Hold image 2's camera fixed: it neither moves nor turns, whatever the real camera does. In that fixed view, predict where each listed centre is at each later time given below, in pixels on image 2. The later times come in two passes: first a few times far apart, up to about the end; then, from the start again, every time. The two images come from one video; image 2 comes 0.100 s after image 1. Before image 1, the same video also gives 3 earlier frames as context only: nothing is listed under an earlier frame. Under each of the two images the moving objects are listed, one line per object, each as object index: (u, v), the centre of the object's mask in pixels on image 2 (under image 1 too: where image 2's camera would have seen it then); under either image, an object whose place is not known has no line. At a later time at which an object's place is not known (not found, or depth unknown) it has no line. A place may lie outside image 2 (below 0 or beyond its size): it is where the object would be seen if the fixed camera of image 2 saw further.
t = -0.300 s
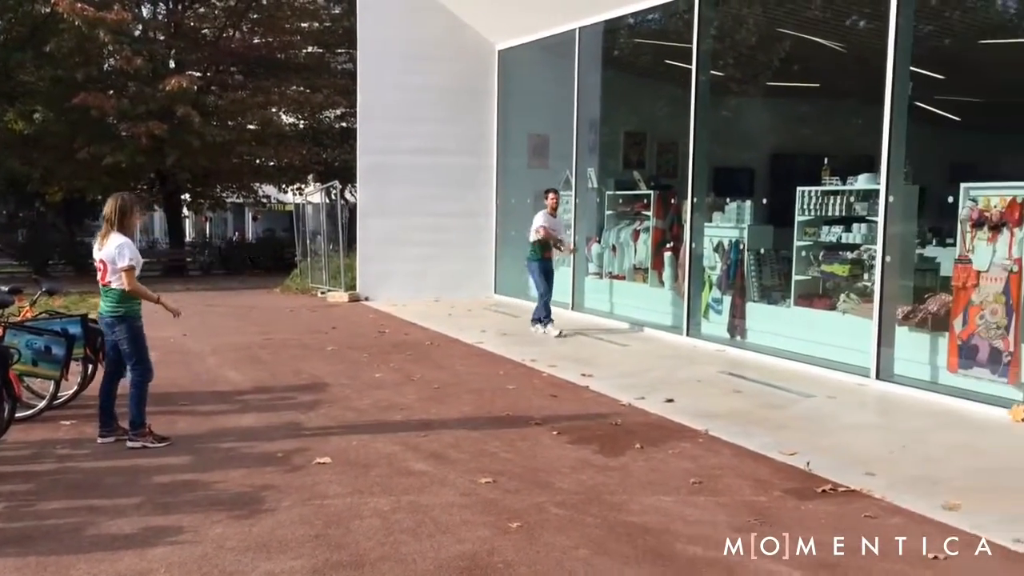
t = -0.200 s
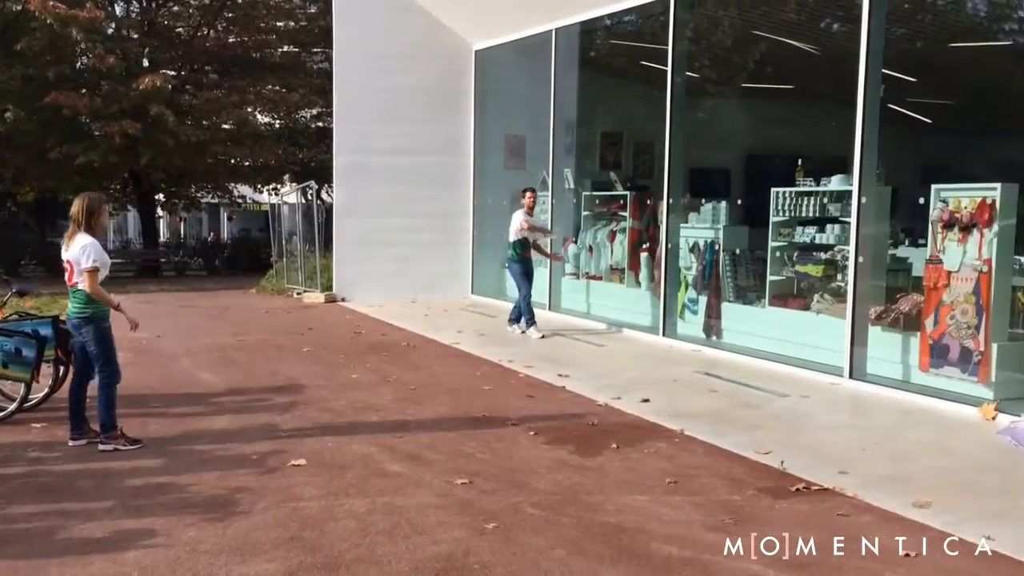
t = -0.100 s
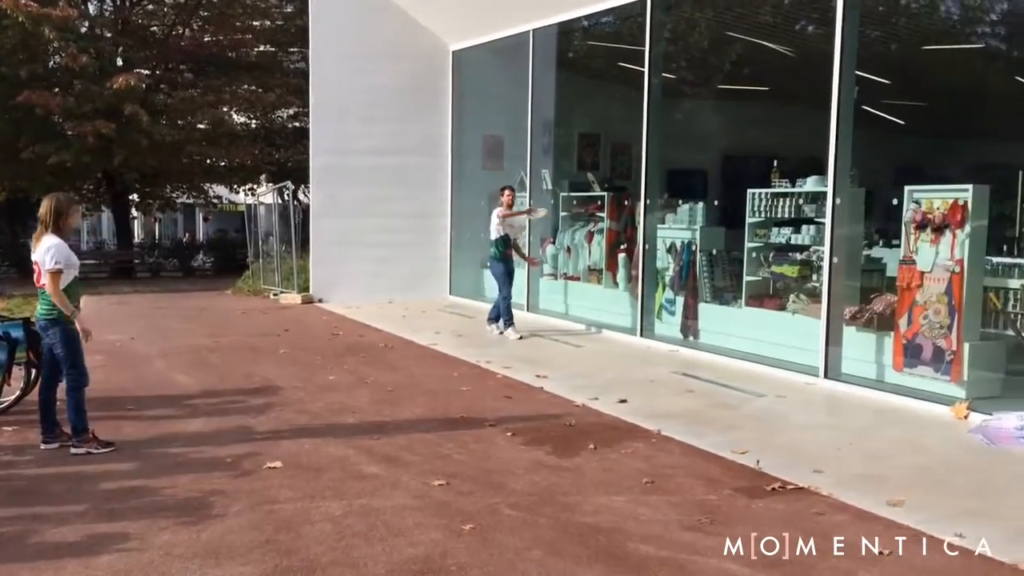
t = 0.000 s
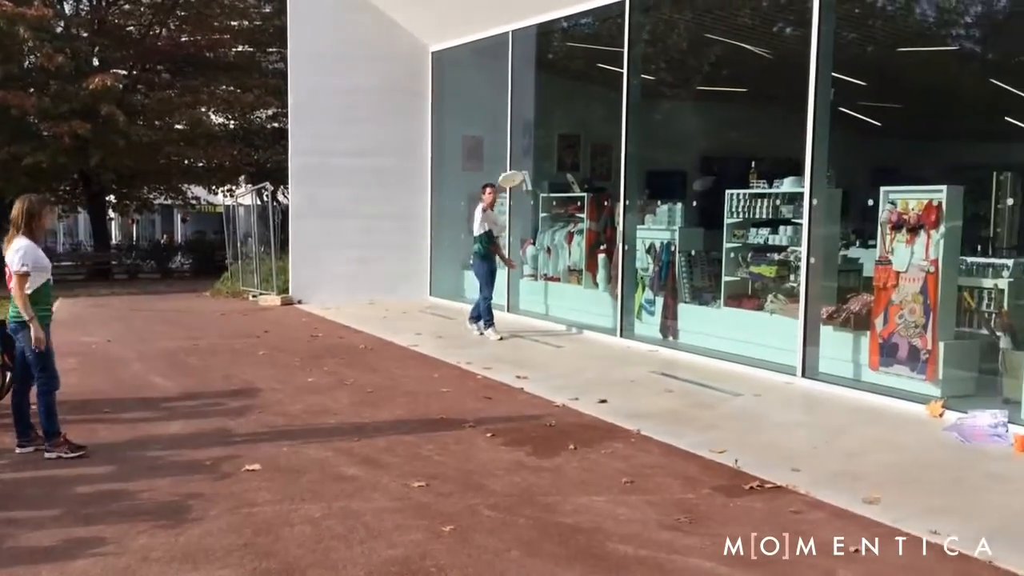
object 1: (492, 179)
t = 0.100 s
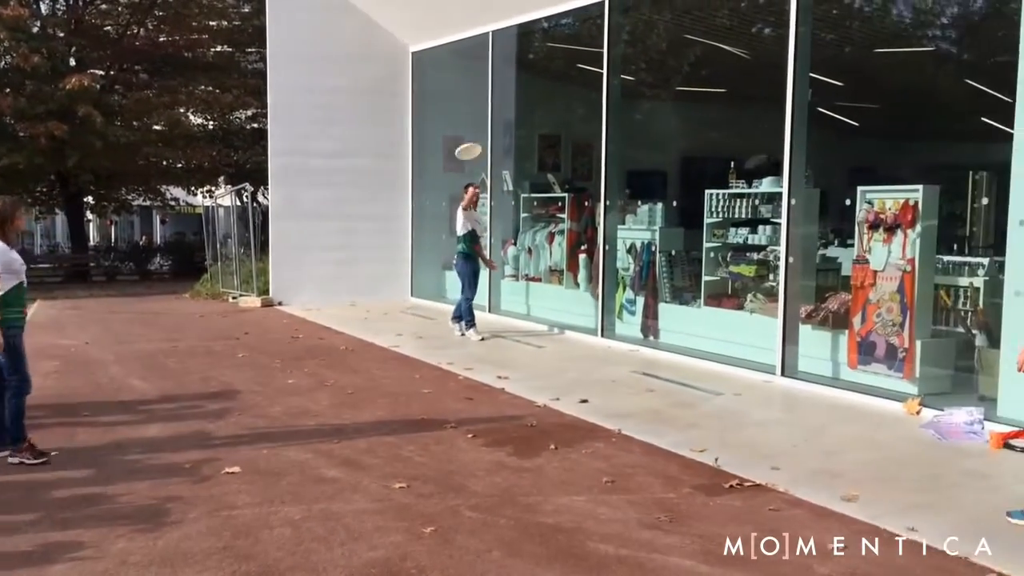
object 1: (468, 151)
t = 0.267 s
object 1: (422, 114)
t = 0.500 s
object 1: (326, 82)
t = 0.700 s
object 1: (215, 84)
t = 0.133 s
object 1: (460, 143)
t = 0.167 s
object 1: (451, 135)
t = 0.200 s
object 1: (442, 128)
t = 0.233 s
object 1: (432, 121)
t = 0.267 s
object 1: (422, 114)
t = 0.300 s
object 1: (411, 107)
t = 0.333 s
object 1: (398, 103)
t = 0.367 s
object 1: (384, 97)
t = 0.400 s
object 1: (371, 93)
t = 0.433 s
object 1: (358, 88)
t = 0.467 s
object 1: (343, 85)
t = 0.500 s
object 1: (326, 82)
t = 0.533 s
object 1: (309, 80)
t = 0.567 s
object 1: (292, 79)
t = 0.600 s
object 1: (273, 78)
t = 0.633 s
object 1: (254, 79)
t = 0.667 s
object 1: (237, 81)
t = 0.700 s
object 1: (215, 84)
